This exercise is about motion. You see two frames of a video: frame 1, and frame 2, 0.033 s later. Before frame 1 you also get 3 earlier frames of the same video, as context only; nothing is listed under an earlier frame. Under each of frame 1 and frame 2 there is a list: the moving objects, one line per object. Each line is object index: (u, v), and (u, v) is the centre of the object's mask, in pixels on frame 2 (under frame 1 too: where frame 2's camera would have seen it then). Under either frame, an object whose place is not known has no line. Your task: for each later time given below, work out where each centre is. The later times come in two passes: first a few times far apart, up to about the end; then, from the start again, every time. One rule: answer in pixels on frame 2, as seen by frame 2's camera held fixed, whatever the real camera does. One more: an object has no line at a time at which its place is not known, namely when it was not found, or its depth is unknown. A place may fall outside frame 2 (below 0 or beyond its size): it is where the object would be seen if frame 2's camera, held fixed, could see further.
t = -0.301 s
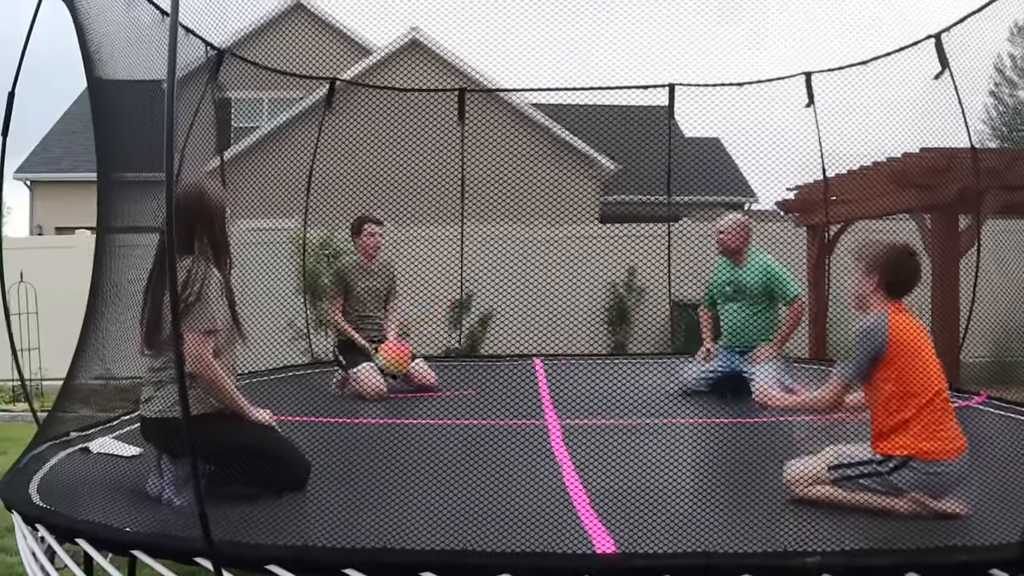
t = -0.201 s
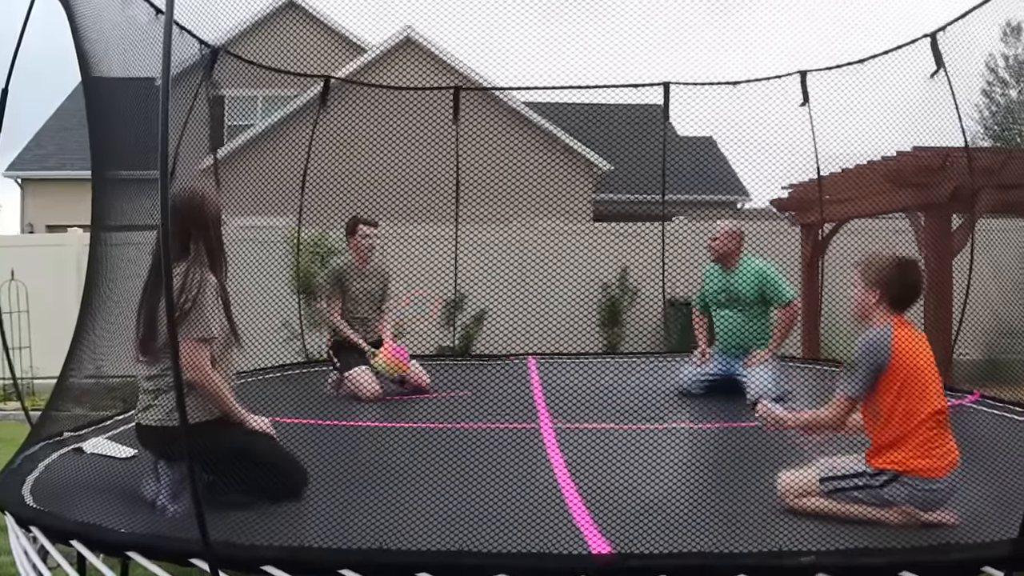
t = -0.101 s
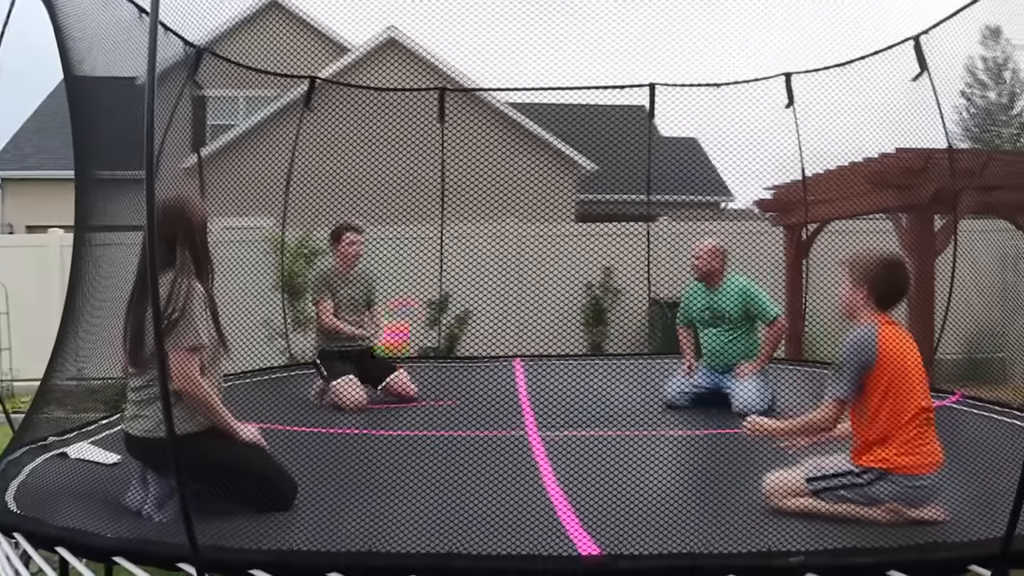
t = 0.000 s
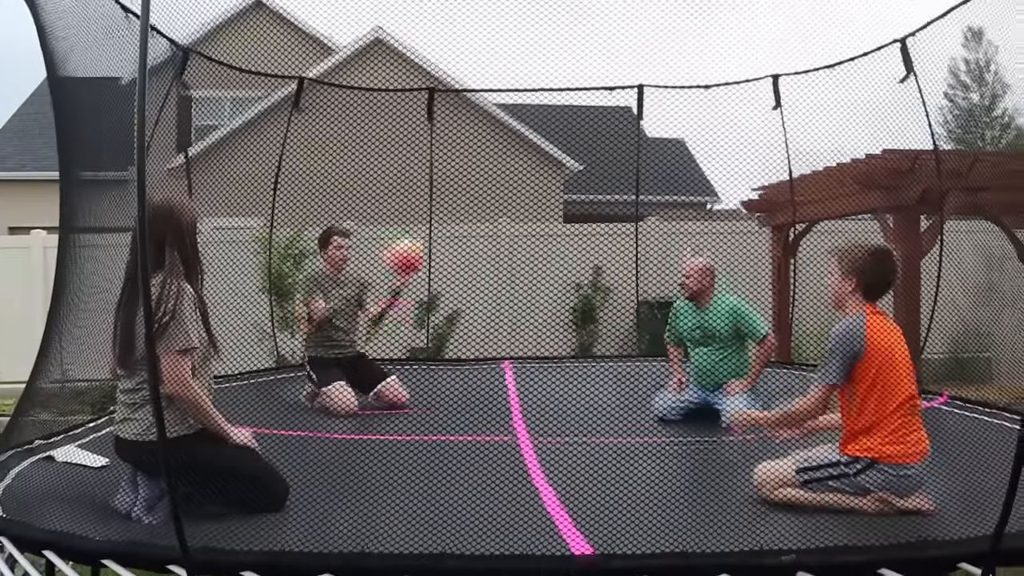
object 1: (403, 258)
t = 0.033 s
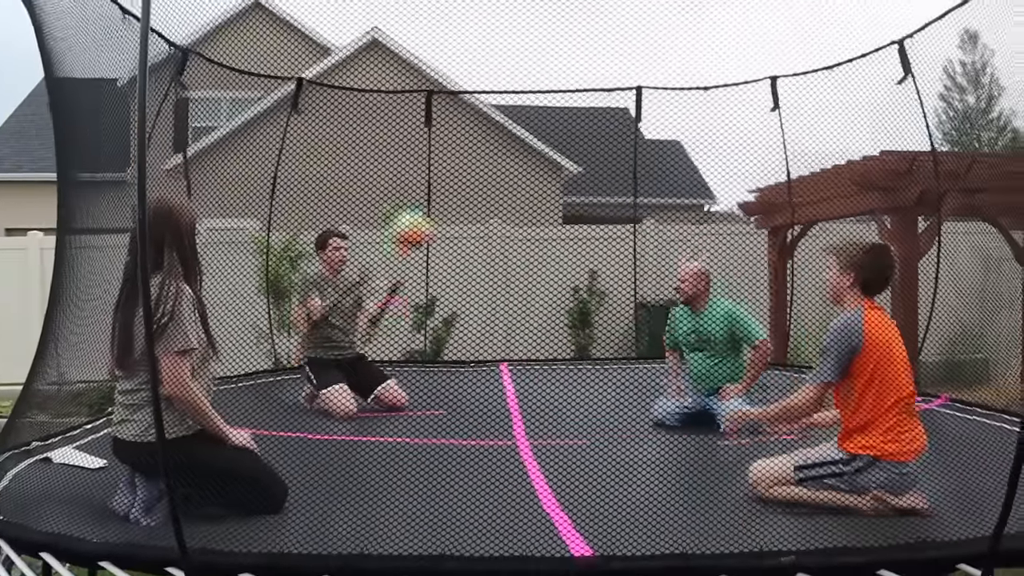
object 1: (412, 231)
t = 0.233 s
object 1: (458, 94)
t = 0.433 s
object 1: (519, 20)
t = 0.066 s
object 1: (420, 203)
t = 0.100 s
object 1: (428, 177)
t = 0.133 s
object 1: (433, 152)
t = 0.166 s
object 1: (439, 130)
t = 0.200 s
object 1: (451, 111)
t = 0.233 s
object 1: (458, 94)
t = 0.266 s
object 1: (470, 73)
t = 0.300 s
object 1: (479, 57)
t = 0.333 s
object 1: (488, 44)
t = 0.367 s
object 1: (498, 32)
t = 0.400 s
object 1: (508, 24)
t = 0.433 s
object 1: (519, 20)
